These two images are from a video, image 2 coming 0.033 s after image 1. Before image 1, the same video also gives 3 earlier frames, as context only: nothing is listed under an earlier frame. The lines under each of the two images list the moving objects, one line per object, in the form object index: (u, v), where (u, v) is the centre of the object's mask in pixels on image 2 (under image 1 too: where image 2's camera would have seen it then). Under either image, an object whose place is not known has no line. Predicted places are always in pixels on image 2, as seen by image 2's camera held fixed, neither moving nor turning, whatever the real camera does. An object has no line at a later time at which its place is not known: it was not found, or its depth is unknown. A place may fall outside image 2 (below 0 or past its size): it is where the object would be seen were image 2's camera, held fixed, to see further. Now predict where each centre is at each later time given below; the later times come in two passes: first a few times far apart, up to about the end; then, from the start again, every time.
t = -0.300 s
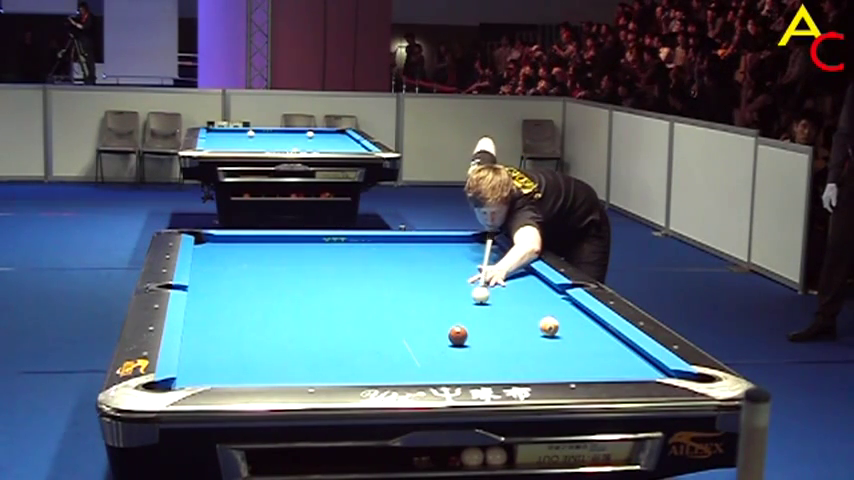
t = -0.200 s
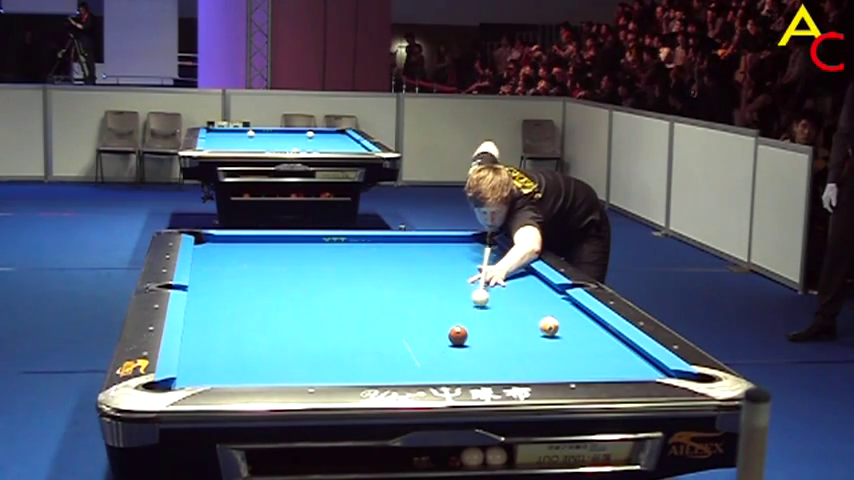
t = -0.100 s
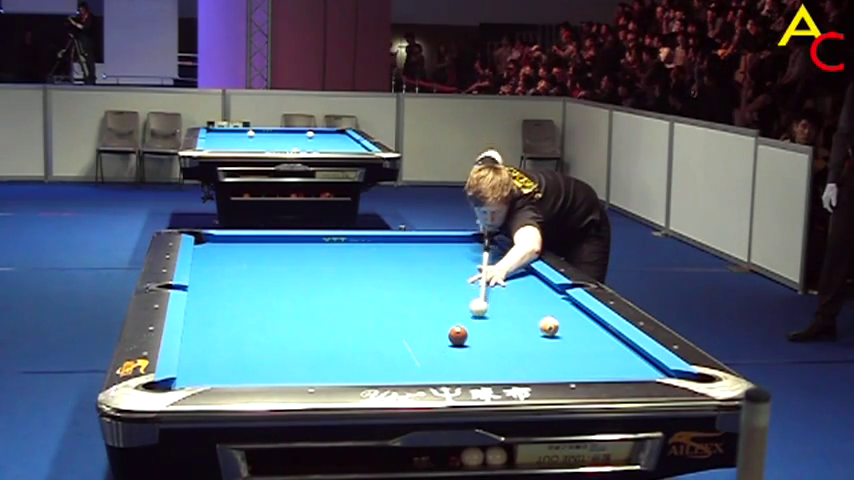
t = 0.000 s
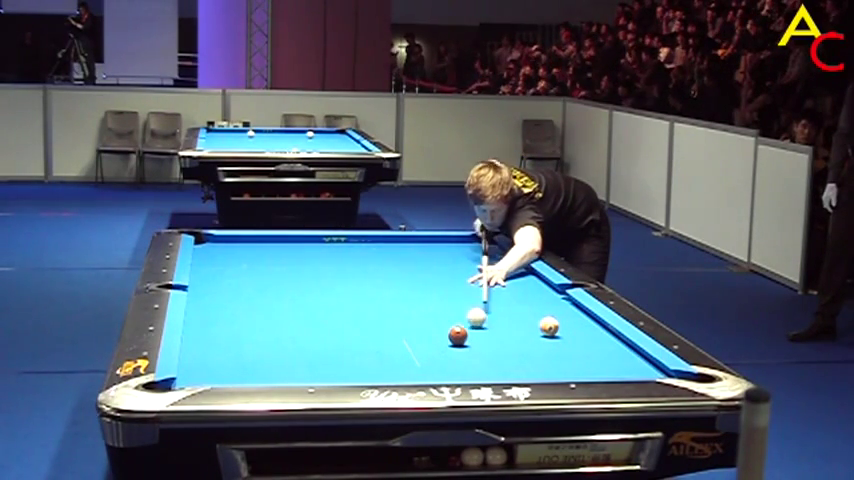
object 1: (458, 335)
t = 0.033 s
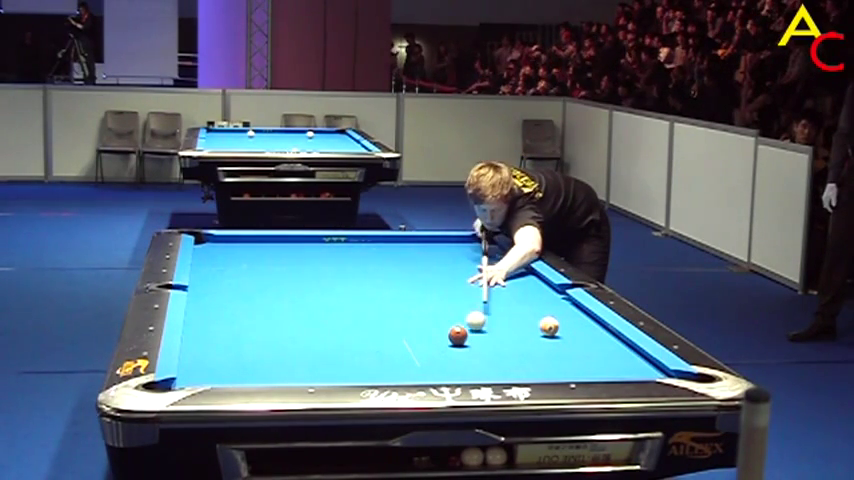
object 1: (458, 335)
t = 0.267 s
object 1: (429, 339)
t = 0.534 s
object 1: (377, 348)
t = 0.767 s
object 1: (331, 355)
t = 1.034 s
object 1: (278, 363)
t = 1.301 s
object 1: (222, 371)
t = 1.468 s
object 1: (187, 376)
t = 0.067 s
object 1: (458, 335)
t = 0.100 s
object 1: (458, 335)
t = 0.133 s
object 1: (457, 335)
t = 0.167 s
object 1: (452, 336)
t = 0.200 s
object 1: (444, 337)
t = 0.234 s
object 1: (436, 339)
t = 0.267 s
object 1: (429, 339)
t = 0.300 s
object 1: (423, 341)
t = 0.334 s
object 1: (416, 342)
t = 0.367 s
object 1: (410, 343)
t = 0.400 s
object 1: (404, 344)
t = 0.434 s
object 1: (397, 345)
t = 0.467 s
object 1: (390, 346)
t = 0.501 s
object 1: (384, 347)
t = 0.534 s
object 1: (377, 348)
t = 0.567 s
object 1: (371, 349)
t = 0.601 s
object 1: (364, 350)
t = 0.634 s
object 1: (358, 351)
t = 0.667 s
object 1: (351, 352)
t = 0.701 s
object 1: (345, 353)
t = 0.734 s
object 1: (338, 354)
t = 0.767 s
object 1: (331, 355)
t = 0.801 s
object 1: (325, 356)
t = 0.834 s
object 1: (318, 357)
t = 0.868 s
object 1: (311, 358)
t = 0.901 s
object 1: (305, 359)
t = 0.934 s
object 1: (298, 360)
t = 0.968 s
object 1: (291, 361)
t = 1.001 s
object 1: (284, 362)
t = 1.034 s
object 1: (278, 363)
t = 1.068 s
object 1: (271, 365)
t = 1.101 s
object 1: (264, 366)
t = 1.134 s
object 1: (257, 367)
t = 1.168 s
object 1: (250, 368)
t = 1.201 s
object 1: (243, 369)
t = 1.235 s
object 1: (236, 370)
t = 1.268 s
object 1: (229, 371)
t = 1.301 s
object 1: (222, 371)
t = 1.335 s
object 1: (215, 372)
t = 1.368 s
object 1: (208, 373)
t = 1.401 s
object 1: (201, 374)
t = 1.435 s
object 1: (194, 374)
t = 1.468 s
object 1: (187, 376)
